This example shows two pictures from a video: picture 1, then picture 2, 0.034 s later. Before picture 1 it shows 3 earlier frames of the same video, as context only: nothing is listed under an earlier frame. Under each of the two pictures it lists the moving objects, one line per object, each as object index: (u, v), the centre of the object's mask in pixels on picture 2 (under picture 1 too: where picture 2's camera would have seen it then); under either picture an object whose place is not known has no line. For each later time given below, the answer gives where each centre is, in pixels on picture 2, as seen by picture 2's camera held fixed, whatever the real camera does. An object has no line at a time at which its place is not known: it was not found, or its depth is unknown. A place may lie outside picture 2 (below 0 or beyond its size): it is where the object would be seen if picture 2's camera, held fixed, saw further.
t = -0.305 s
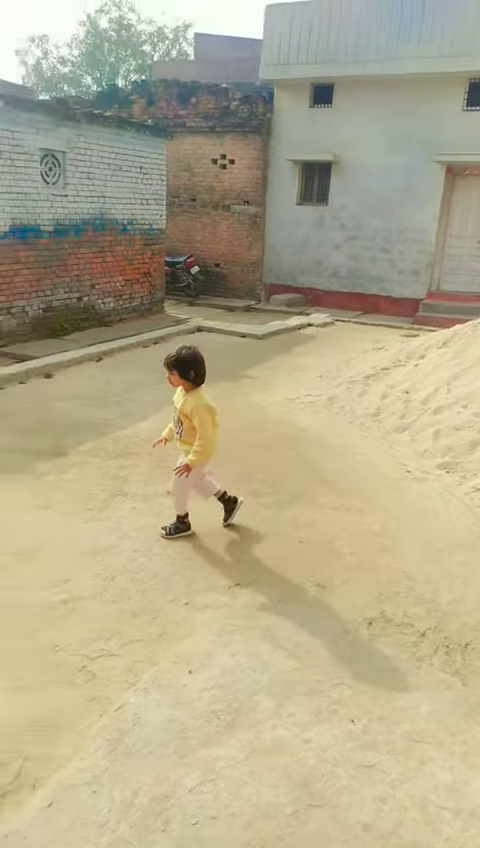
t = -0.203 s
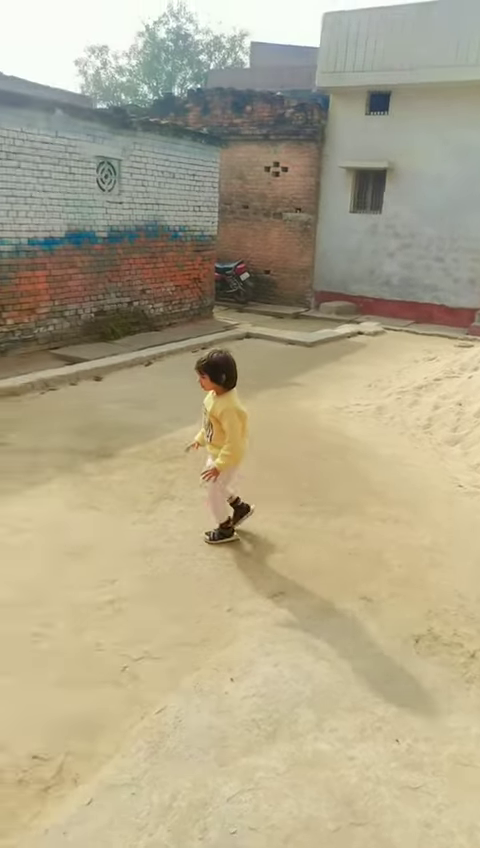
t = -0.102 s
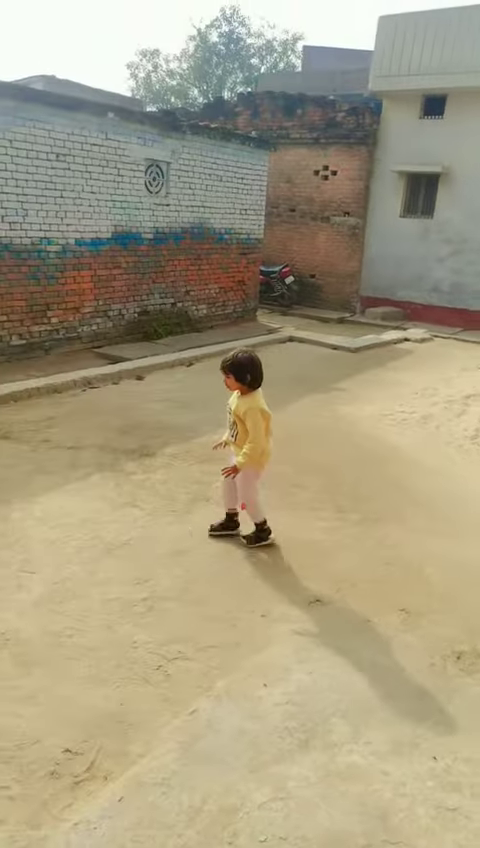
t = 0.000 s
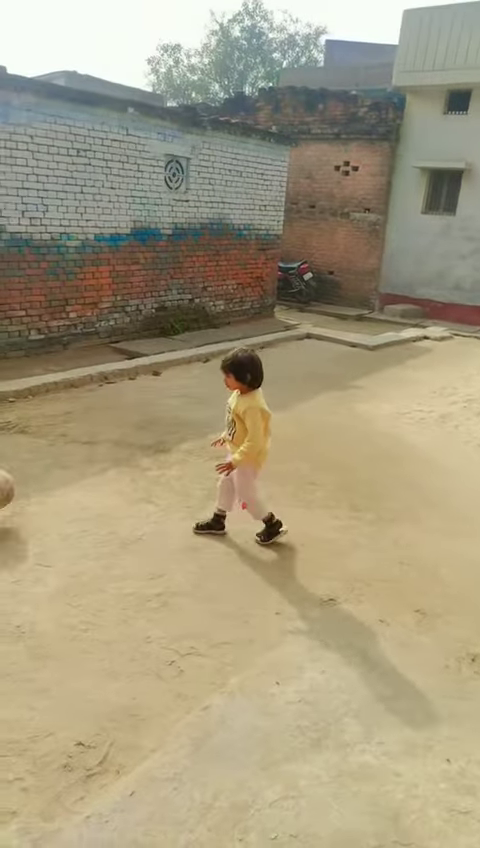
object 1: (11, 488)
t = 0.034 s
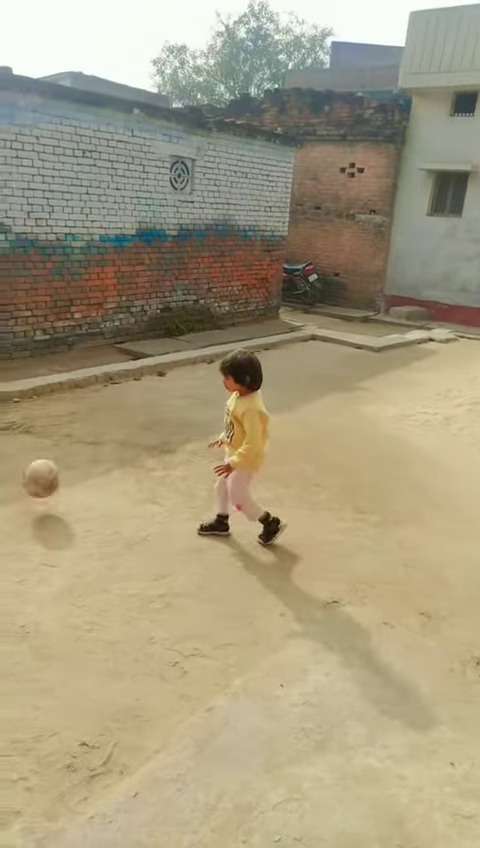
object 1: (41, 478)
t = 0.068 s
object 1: (79, 470)
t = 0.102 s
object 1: (114, 465)
